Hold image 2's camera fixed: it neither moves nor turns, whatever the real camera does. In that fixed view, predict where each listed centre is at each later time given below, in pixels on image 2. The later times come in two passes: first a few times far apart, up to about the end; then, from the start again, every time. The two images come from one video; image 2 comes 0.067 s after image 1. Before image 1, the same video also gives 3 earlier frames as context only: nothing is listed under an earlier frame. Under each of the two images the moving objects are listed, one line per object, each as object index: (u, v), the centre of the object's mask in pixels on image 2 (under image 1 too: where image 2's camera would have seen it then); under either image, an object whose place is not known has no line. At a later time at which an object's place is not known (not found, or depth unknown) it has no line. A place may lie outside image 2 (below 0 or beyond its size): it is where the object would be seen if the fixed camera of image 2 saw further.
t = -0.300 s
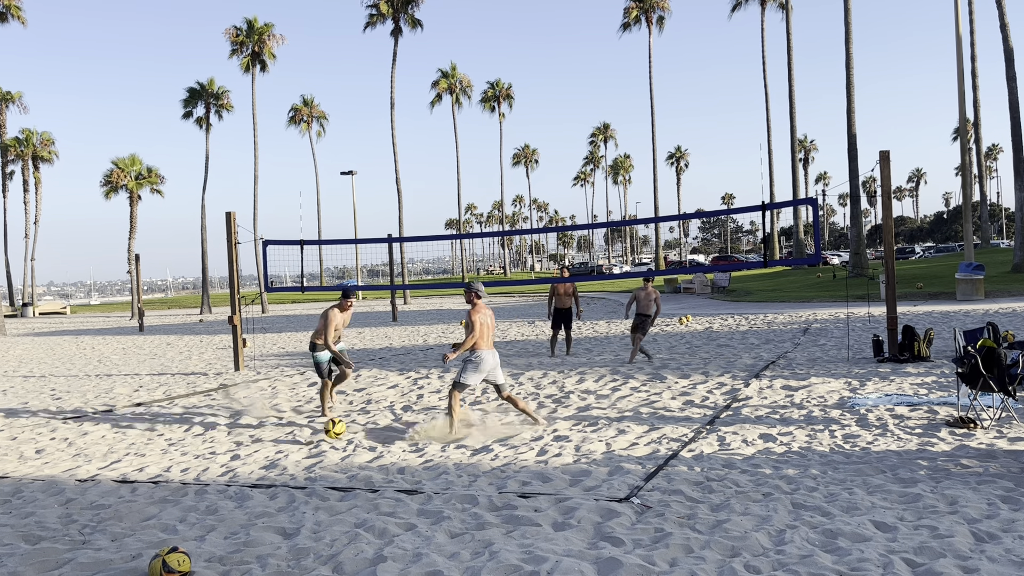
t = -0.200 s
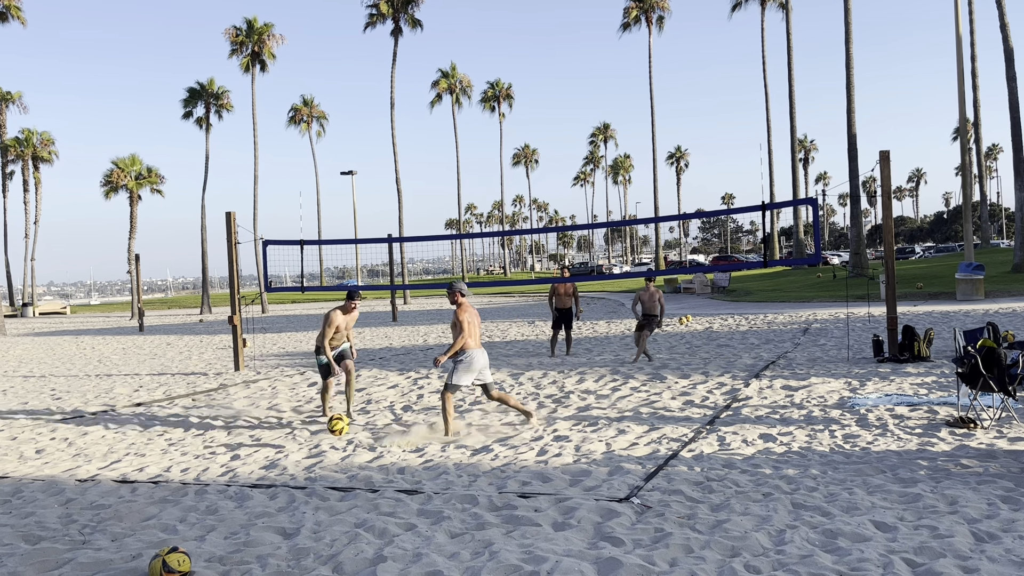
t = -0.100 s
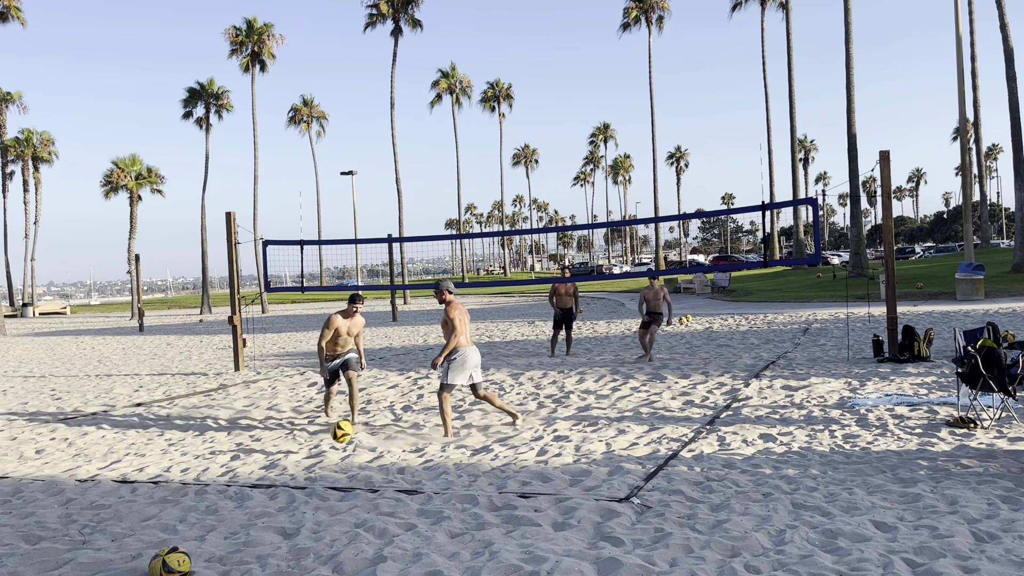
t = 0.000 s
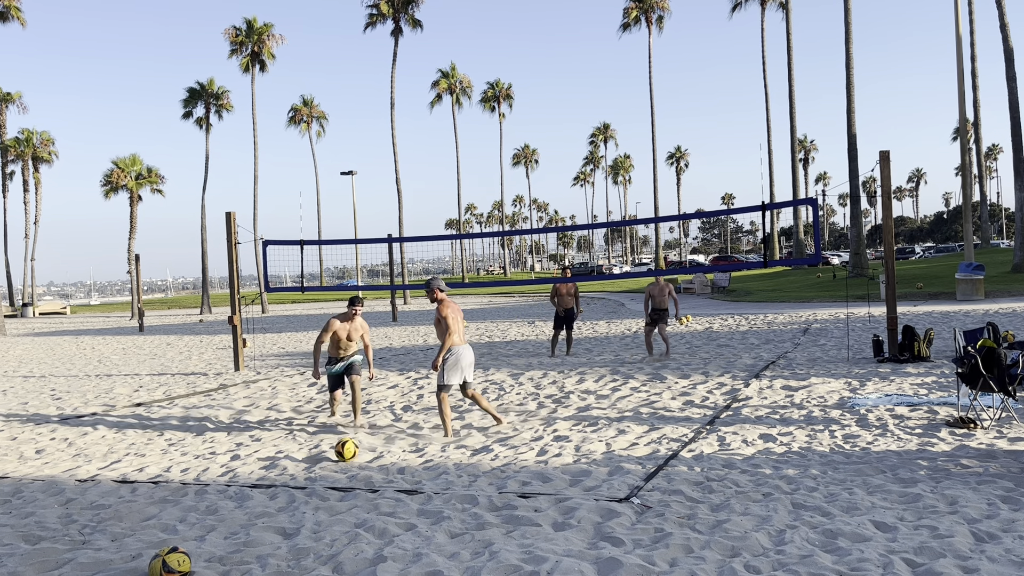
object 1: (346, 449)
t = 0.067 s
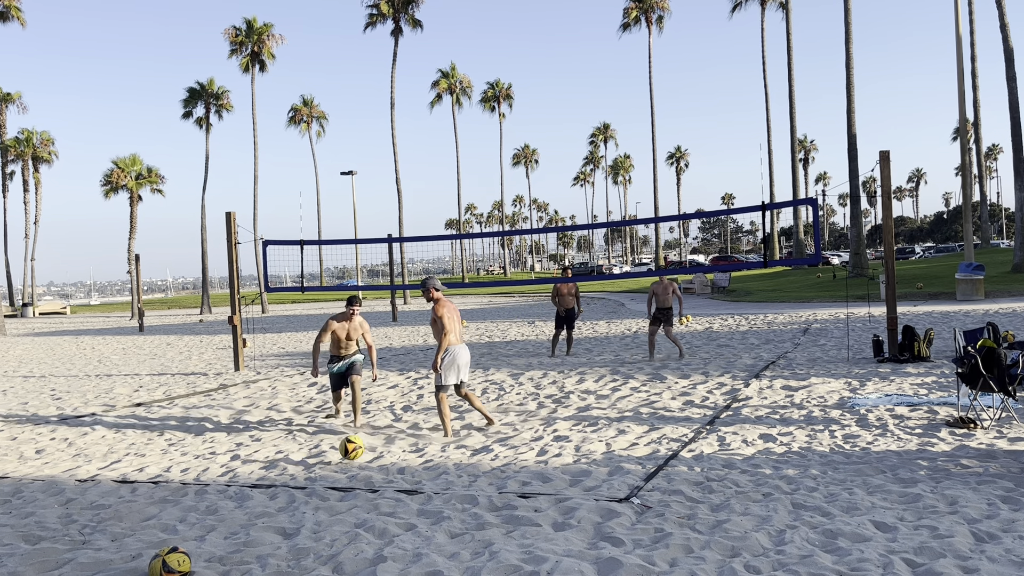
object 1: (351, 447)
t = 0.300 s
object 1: (375, 458)
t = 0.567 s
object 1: (404, 472)
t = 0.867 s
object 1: (434, 484)
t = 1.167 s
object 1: (448, 495)
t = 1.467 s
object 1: (465, 506)
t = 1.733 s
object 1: (474, 514)
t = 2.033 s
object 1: (482, 514)
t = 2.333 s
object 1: (477, 514)
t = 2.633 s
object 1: (467, 514)
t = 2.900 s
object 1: (466, 514)
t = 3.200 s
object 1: (470, 514)
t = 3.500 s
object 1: (473, 514)
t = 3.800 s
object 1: (472, 514)
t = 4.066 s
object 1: (472, 514)
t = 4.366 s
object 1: (472, 514)
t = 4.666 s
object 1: (472, 514)
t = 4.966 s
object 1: (472, 514)
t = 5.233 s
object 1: (472, 514)
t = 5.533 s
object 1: (472, 514)
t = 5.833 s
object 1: (472, 514)
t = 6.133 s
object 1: (472, 514)
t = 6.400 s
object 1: (472, 514)
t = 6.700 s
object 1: (472, 514)
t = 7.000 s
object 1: (472, 514)
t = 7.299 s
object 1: (472, 514)
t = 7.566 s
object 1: (472, 514)
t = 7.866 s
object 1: (472, 514)
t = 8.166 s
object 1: (472, 514)
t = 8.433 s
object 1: (472, 514)
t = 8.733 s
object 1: (472, 515)
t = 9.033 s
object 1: (472, 514)
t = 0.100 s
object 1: (354, 445)
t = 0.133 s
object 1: (358, 444)
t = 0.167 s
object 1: (361, 444)
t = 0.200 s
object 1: (365, 445)
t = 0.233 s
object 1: (368, 448)
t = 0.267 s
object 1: (372, 452)
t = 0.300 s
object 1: (375, 458)
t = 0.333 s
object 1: (380, 464)
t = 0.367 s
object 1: (383, 466)
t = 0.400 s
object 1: (387, 466)
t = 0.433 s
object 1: (390, 468)
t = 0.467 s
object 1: (393, 470)
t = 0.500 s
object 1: (397, 471)
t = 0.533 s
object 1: (400, 471)
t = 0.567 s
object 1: (404, 472)
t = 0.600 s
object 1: (408, 474)
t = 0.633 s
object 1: (412, 477)
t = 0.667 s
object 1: (416, 481)
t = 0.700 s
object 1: (419, 480)
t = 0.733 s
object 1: (422, 479)
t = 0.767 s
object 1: (425, 479)
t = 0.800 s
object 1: (429, 482)
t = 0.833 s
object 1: (432, 485)
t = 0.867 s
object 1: (434, 484)
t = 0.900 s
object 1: (436, 485)
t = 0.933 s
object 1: (437, 486)
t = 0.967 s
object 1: (439, 488)
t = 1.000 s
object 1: (440, 489)
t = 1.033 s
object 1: (442, 490)
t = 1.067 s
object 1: (444, 491)
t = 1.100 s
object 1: (445, 492)
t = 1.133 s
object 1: (447, 494)
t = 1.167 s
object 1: (448, 495)
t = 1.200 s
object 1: (450, 497)
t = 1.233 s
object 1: (451, 497)
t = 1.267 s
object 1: (453, 497)
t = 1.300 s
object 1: (456, 498)
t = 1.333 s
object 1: (458, 499)
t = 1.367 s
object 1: (460, 500)
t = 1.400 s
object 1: (461, 502)
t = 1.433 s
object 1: (463, 504)
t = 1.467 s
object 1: (465, 506)
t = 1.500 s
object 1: (467, 507)
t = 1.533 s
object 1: (468, 508)
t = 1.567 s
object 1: (470, 507)
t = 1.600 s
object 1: (471, 509)
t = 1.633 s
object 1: (472, 511)
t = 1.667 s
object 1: (472, 512)
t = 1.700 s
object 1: (473, 514)
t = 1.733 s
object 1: (474, 514)
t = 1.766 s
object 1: (475, 514)
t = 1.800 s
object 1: (476, 515)
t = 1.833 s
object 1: (477, 514)
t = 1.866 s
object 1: (478, 514)
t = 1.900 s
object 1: (479, 514)
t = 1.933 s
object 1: (481, 514)
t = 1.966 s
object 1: (481, 514)
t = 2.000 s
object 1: (482, 514)
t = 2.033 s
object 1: (482, 514)
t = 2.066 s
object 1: (482, 514)
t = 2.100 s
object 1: (482, 514)
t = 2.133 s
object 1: (481, 514)
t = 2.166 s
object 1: (480, 514)
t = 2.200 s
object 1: (479, 514)
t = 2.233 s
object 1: (478, 514)
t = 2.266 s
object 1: (478, 514)
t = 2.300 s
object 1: (477, 514)
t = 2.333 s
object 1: (477, 514)
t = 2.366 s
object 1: (476, 514)
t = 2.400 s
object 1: (474, 514)
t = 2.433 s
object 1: (473, 514)
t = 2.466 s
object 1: (471, 514)
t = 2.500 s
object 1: (470, 514)
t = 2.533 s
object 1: (469, 514)
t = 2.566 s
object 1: (468, 514)
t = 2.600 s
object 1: (467, 514)
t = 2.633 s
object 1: (467, 514)
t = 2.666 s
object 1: (466, 514)
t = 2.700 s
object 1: (466, 514)
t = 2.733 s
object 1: (466, 514)
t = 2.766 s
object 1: (466, 514)
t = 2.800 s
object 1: (466, 514)
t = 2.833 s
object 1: (466, 514)
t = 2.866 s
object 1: (466, 514)
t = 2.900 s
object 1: (466, 514)
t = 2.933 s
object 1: (467, 514)
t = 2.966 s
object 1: (467, 514)
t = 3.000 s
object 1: (468, 514)
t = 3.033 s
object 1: (468, 514)
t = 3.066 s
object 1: (468, 514)
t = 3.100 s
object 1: (469, 514)
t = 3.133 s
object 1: (469, 514)
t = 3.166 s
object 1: (470, 514)
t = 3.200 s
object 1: (470, 514)
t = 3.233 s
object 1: (470, 514)
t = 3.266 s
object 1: (471, 514)
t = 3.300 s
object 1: (472, 514)
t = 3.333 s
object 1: (472, 514)
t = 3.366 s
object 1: (473, 514)
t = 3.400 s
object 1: (473, 514)
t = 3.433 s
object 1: (473, 514)
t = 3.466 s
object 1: (473, 514)
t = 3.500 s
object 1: (473, 514)
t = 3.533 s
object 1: (473, 514)
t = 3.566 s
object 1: (473, 514)
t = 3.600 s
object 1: (473, 514)
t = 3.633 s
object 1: (473, 514)
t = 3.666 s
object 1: (472, 514)
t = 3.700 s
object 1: (472, 514)
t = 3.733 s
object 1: (472, 514)
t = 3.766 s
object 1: (472, 514)
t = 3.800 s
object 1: (472, 514)
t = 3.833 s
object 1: (472, 514)
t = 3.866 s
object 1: (472, 514)
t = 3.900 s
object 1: (472, 514)
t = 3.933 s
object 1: (472, 514)
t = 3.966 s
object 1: (472, 514)
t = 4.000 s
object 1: (472, 514)
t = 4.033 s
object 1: (472, 514)
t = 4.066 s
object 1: (472, 514)
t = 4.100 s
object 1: (472, 514)
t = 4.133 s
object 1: (472, 514)
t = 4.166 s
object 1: (472, 514)
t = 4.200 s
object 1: (472, 514)
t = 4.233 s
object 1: (472, 514)
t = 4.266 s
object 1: (472, 514)
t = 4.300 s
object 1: (472, 514)
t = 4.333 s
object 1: (472, 514)
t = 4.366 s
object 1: (472, 514)
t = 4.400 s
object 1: (472, 514)
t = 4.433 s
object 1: (472, 514)
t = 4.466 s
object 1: (472, 514)
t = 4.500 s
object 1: (472, 514)
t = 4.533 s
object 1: (472, 514)
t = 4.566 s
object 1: (472, 514)
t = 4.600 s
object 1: (472, 514)
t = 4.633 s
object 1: (472, 514)
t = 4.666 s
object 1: (472, 514)
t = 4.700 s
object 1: (472, 514)
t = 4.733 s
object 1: (472, 514)
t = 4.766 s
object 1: (472, 514)
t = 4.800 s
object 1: (472, 514)
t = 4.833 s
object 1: (472, 514)
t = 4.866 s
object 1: (472, 514)
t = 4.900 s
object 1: (472, 514)
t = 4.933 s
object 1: (472, 514)
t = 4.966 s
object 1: (472, 514)
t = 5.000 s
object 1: (472, 514)
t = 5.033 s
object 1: (472, 514)
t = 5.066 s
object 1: (472, 514)
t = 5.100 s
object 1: (472, 514)
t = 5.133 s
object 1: (472, 514)
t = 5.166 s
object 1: (472, 514)
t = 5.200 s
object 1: (472, 514)
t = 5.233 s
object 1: (472, 514)
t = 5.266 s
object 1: (472, 514)
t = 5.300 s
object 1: (472, 514)
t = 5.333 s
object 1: (472, 514)
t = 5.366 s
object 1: (472, 514)
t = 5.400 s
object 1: (472, 514)
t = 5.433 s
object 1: (472, 514)
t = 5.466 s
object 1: (472, 514)
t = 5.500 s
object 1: (472, 514)
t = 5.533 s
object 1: (472, 514)
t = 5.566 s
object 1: (472, 514)
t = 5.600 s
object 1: (472, 514)
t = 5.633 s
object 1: (472, 514)
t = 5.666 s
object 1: (472, 514)
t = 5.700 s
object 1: (472, 514)
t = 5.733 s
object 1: (472, 514)
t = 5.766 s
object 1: (472, 514)
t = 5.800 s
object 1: (472, 514)
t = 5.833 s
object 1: (472, 514)
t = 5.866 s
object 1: (472, 514)
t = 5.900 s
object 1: (472, 514)
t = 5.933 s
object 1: (472, 514)
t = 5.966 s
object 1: (472, 514)
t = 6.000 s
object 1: (472, 514)
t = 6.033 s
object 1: (472, 514)
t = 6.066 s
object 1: (472, 514)
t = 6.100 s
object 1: (472, 514)
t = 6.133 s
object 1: (472, 514)
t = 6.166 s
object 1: (472, 514)
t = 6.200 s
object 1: (472, 514)
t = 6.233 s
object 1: (472, 514)
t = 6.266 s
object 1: (472, 514)
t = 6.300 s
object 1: (472, 514)
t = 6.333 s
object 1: (472, 514)
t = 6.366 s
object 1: (472, 514)
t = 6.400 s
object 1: (472, 514)
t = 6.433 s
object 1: (472, 514)
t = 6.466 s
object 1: (472, 514)
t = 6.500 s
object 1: (472, 514)
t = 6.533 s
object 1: (472, 514)
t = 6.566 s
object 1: (472, 514)
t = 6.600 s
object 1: (472, 514)
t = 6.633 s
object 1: (472, 514)
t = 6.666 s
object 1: (472, 515)
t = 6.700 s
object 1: (472, 514)
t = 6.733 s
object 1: (472, 514)
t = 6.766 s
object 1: (472, 514)
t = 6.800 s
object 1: (472, 514)
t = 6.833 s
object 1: (472, 515)
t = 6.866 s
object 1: (472, 515)
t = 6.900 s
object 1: (472, 515)
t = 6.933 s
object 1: (472, 514)
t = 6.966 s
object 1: (472, 514)
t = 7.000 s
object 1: (472, 514)
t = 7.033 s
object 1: (472, 514)
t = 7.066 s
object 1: (472, 515)
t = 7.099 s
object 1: (472, 515)
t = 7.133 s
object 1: (472, 514)
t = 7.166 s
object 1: (472, 514)
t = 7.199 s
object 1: (472, 514)
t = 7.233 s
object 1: (472, 514)
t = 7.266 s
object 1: (472, 514)
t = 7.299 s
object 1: (472, 514)
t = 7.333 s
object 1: (472, 514)
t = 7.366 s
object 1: (472, 514)
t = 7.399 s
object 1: (472, 514)
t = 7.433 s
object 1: (472, 514)
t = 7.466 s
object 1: (472, 514)
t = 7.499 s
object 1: (472, 514)
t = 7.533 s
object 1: (472, 514)
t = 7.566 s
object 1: (472, 514)
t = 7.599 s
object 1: (472, 514)
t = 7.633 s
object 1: (472, 514)
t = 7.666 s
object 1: (472, 514)
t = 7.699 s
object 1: (472, 514)
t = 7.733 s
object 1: (472, 514)
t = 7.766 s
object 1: (472, 514)
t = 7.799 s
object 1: (472, 514)
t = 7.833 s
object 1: (472, 514)
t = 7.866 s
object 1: (472, 514)
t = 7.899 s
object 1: (472, 514)
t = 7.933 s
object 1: (472, 514)
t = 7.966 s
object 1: (472, 514)
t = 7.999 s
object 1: (472, 514)
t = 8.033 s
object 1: (472, 514)
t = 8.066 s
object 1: (472, 514)
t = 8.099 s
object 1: (472, 514)
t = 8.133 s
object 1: (472, 514)
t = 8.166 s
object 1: (472, 514)
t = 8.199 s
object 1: (472, 514)
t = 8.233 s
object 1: (472, 514)
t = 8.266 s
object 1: (472, 514)
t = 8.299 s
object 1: (472, 514)
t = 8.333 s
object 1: (472, 514)
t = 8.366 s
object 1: (472, 514)
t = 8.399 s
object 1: (472, 514)
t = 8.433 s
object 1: (472, 514)
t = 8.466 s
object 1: (472, 514)
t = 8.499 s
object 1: (472, 514)
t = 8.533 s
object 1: (472, 514)
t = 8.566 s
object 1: (472, 514)
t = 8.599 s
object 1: (472, 514)
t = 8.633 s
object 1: (472, 515)
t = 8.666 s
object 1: (472, 515)
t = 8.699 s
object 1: (472, 515)
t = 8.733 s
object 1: (472, 515)
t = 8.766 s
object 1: (472, 515)
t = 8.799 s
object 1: (472, 514)
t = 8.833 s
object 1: (472, 514)
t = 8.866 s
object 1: (472, 514)
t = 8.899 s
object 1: (472, 514)
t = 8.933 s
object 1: (472, 514)
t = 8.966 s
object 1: (472, 514)
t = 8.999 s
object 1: (472, 514)
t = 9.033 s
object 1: (472, 514)
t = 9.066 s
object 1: (472, 514)
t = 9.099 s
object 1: (472, 514)
